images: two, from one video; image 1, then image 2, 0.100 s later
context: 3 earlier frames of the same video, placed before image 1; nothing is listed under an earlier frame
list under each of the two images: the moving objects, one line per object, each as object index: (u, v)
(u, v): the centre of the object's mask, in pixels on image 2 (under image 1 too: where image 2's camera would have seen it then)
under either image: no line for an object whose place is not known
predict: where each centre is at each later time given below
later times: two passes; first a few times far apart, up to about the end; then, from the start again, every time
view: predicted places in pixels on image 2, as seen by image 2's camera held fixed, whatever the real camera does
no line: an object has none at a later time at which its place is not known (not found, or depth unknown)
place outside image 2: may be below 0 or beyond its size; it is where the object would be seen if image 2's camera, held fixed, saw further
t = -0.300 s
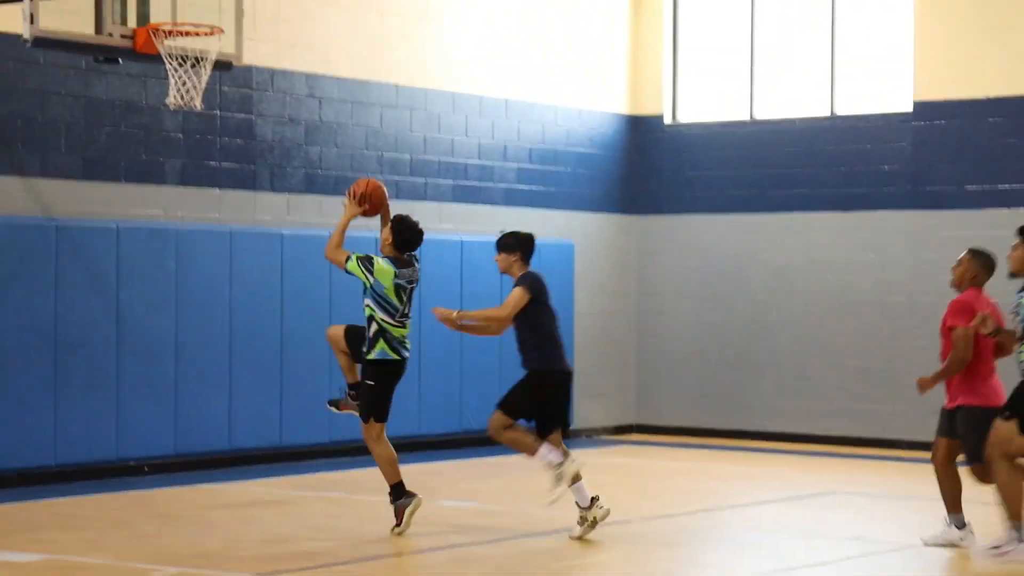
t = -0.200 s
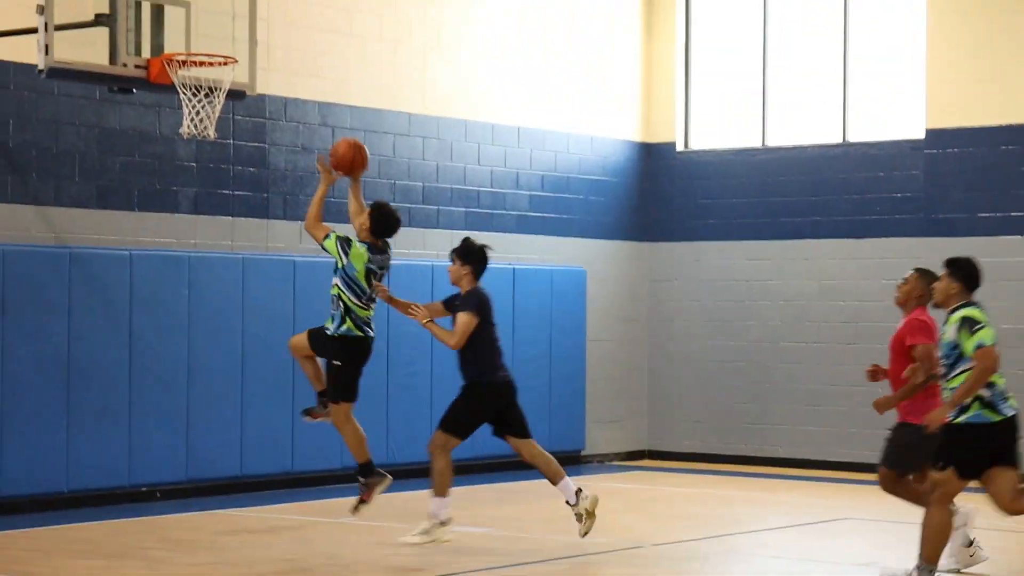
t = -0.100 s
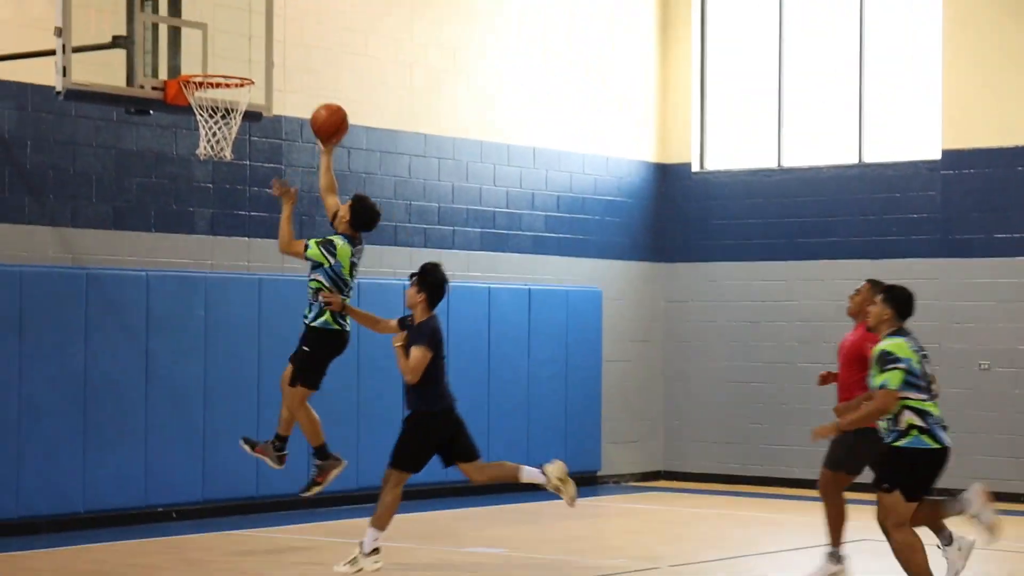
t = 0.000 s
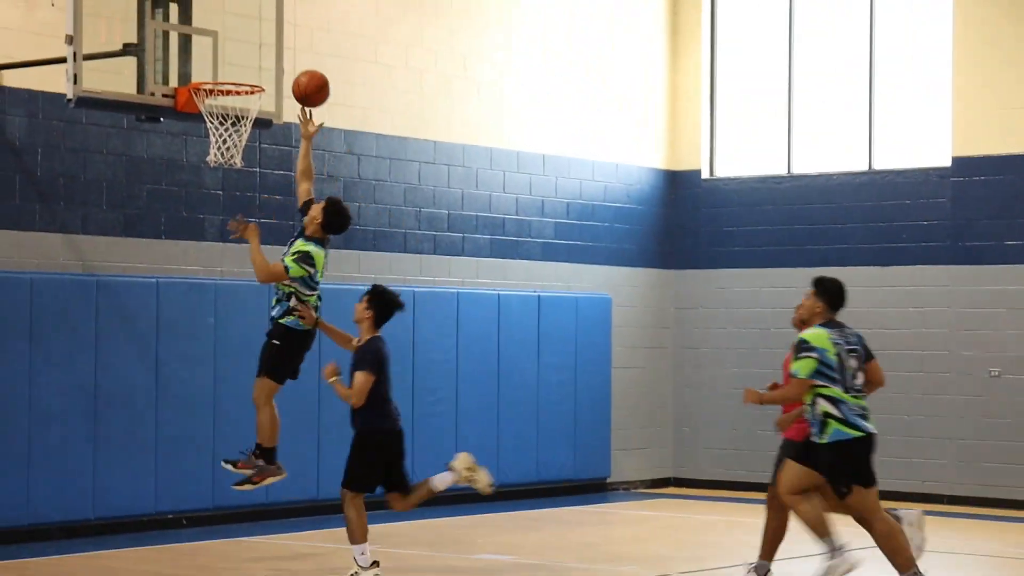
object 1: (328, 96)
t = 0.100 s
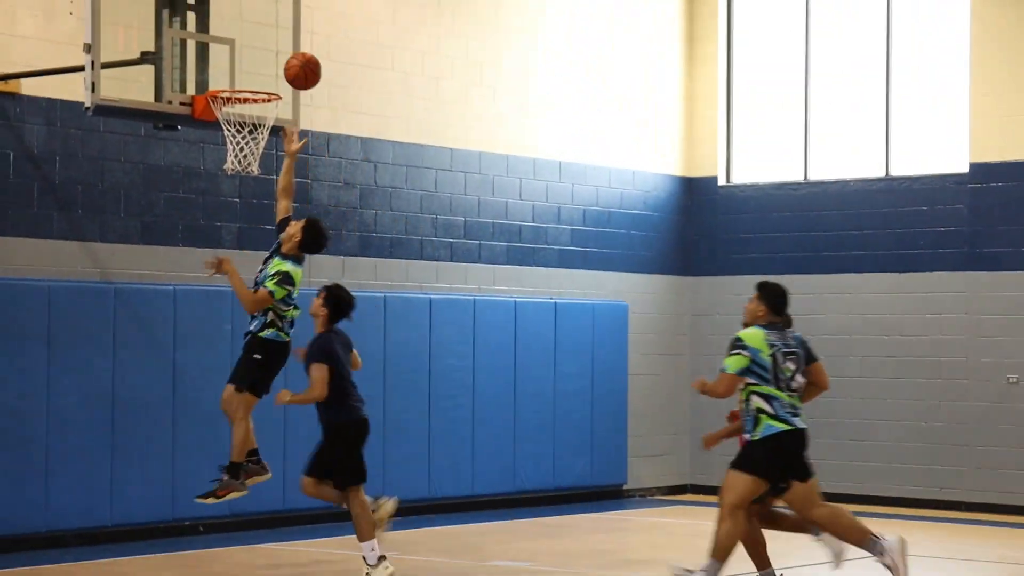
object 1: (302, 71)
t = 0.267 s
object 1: (261, 63)
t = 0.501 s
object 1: (237, 108)
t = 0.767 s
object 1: (261, 145)
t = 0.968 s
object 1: (258, 193)
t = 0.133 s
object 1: (294, 66)
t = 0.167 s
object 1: (286, 62)
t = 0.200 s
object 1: (277, 60)
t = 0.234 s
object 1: (269, 60)
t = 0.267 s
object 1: (261, 63)
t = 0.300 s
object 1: (252, 66)
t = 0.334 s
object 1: (244, 71)
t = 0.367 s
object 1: (236, 75)
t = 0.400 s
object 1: (227, 80)
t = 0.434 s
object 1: (228, 93)
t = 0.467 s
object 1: (233, 99)
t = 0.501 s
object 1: (237, 108)
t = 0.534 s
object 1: (242, 114)
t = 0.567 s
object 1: (245, 124)
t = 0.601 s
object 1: (250, 131)
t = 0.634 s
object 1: (254, 134)
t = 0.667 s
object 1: (256, 135)
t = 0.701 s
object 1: (259, 139)
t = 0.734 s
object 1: (260, 141)
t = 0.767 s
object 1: (261, 145)
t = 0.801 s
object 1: (262, 149)
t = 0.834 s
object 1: (262, 155)
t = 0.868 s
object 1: (261, 162)
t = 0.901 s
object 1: (260, 172)
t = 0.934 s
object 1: (260, 182)
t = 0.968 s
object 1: (258, 193)
